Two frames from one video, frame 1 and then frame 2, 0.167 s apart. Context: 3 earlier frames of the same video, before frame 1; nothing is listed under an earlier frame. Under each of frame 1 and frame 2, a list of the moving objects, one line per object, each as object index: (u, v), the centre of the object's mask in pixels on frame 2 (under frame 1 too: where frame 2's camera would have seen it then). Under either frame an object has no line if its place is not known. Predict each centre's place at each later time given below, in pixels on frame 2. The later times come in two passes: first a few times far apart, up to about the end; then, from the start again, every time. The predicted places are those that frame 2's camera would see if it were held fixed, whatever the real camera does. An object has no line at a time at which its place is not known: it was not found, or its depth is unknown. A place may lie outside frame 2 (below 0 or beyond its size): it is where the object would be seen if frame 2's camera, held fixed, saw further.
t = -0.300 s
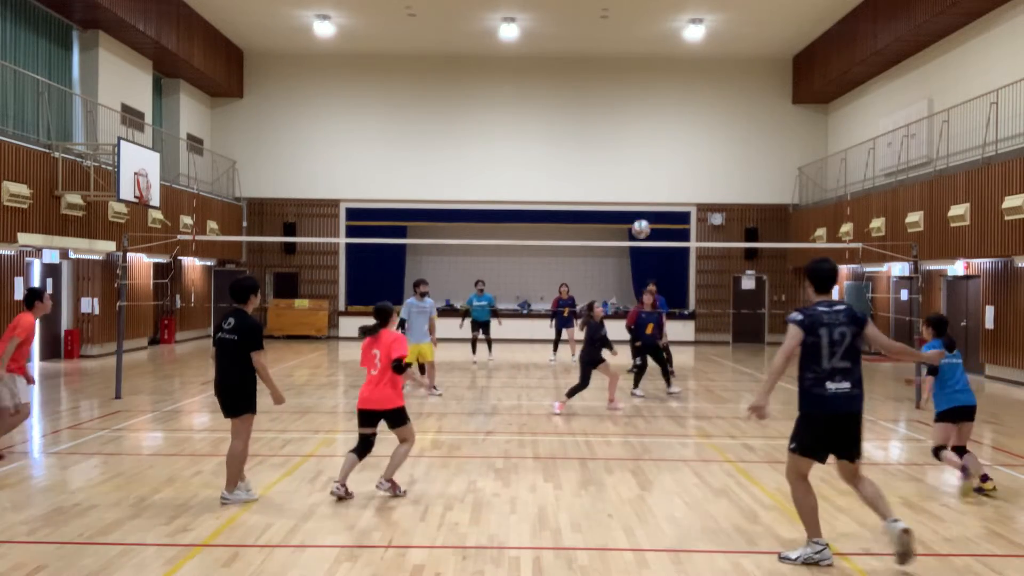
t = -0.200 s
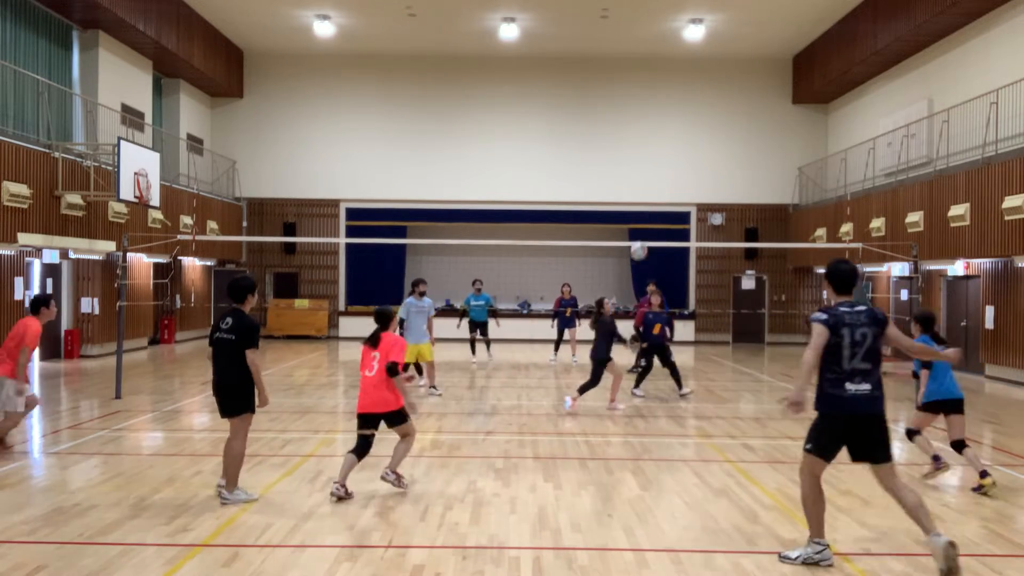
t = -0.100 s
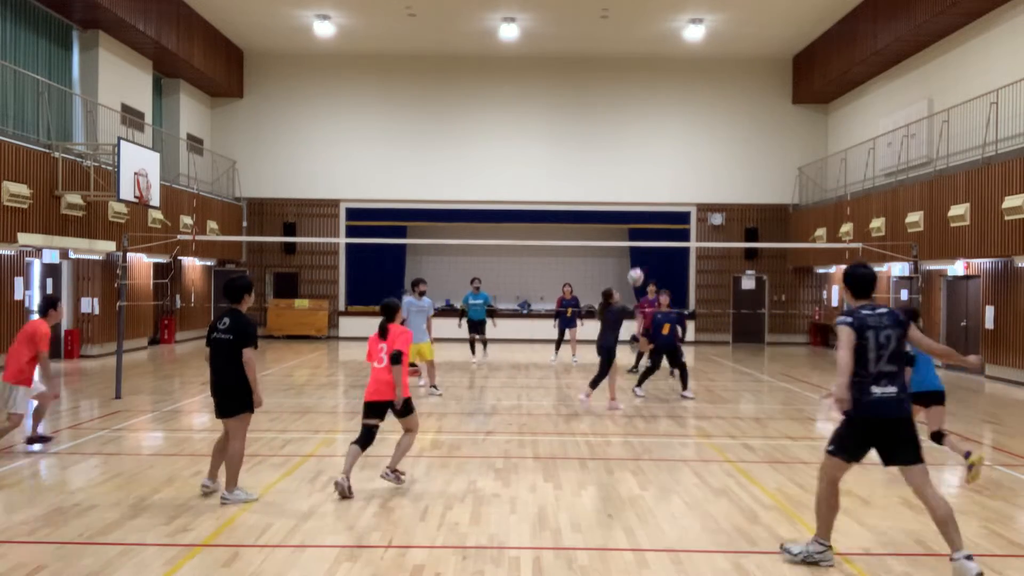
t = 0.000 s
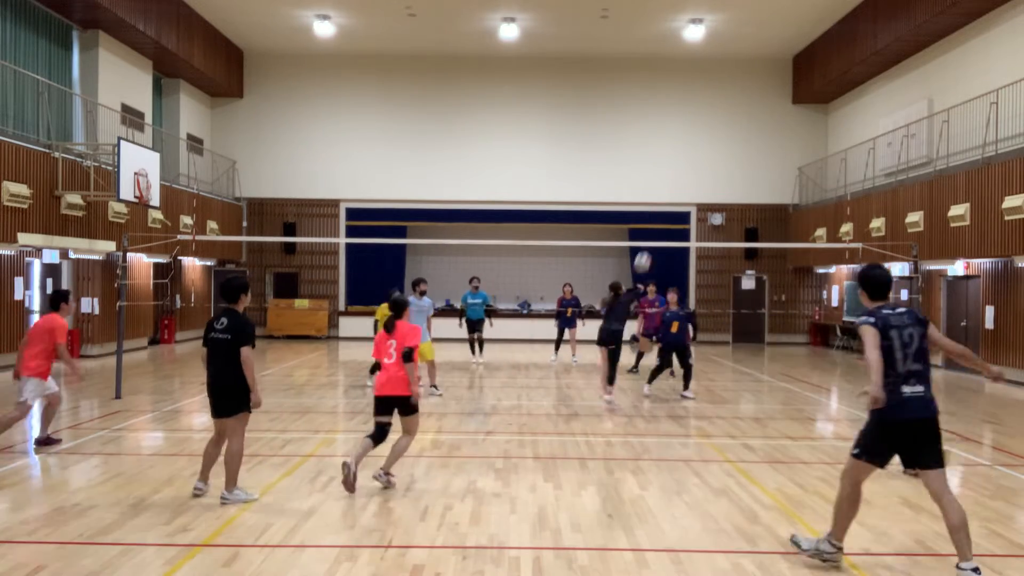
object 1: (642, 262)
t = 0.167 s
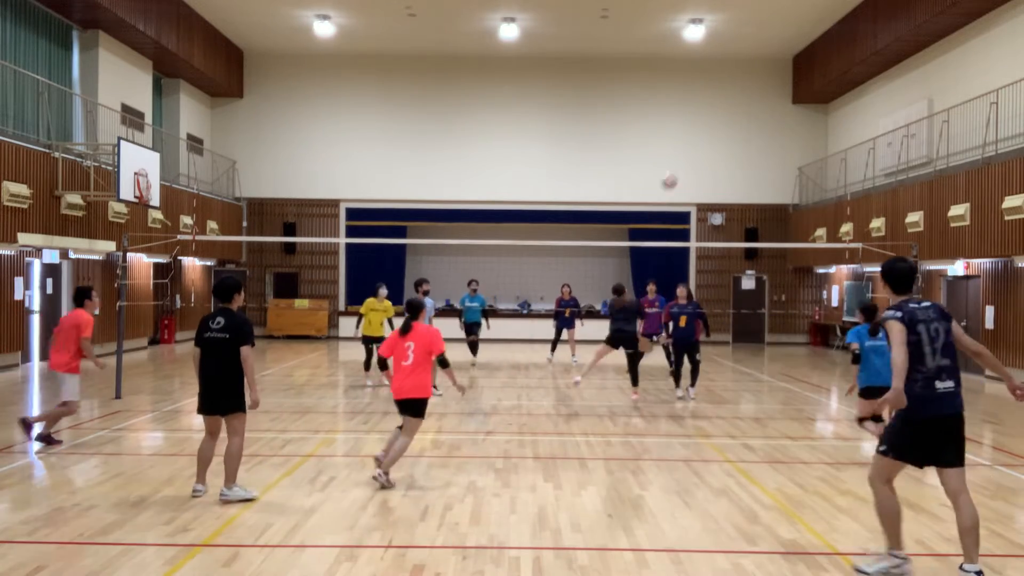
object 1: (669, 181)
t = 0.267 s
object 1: (685, 143)
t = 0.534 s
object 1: (727, 73)
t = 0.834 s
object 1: (773, 62)
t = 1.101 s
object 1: (813, 108)
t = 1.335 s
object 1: (845, 193)
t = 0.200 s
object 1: (674, 170)
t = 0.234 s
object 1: (679, 156)
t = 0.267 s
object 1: (685, 143)
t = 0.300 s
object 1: (691, 132)
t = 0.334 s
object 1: (696, 121)
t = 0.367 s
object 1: (700, 111)
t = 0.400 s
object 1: (706, 101)
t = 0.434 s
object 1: (711, 93)
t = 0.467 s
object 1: (716, 86)
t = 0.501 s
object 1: (722, 79)
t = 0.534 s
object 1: (727, 73)
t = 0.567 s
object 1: (732, 69)
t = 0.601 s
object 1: (737, 65)
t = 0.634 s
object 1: (743, 62)
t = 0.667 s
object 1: (748, 60)
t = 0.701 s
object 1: (753, 59)
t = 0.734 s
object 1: (758, 59)
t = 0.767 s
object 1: (763, 59)
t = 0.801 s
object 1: (769, 60)
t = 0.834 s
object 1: (773, 62)
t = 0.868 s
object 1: (778, 65)
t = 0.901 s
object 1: (784, 68)
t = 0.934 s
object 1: (789, 73)
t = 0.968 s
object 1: (794, 79)
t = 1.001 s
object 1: (799, 86)
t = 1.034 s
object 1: (804, 93)
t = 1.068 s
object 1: (809, 100)
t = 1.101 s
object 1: (813, 108)
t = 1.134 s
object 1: (818, 118)
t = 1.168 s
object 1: (822, 127)
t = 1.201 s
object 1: (827, 137)
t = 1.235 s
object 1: (830, 151)
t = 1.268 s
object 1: (836, 161)
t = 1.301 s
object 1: (841, 177)
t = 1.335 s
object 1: (845, 193)
